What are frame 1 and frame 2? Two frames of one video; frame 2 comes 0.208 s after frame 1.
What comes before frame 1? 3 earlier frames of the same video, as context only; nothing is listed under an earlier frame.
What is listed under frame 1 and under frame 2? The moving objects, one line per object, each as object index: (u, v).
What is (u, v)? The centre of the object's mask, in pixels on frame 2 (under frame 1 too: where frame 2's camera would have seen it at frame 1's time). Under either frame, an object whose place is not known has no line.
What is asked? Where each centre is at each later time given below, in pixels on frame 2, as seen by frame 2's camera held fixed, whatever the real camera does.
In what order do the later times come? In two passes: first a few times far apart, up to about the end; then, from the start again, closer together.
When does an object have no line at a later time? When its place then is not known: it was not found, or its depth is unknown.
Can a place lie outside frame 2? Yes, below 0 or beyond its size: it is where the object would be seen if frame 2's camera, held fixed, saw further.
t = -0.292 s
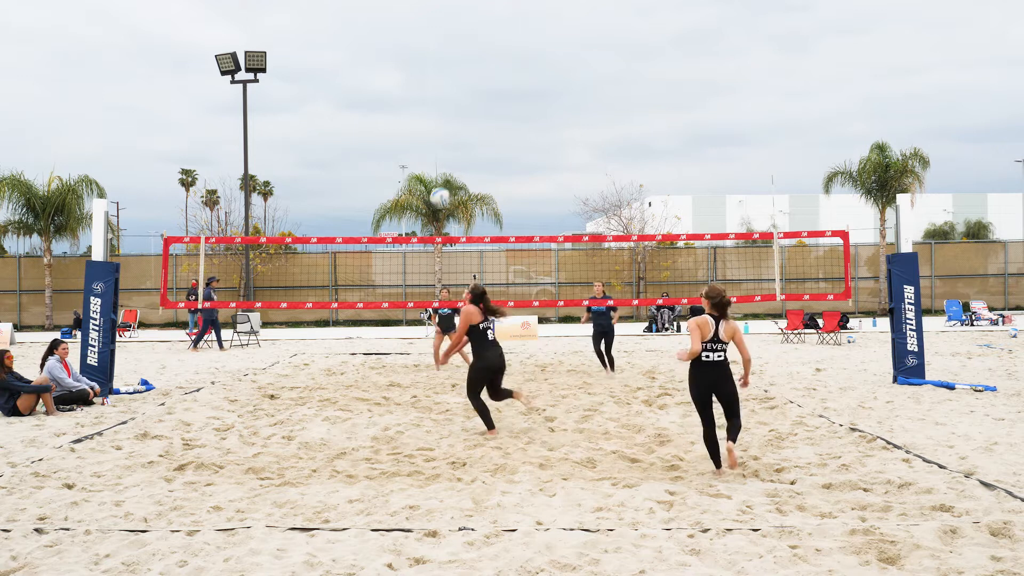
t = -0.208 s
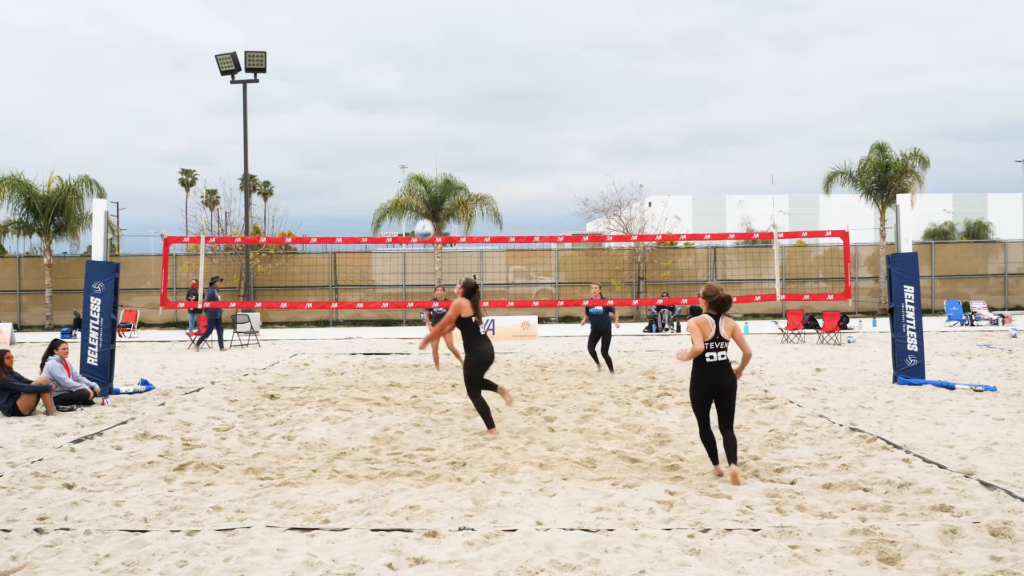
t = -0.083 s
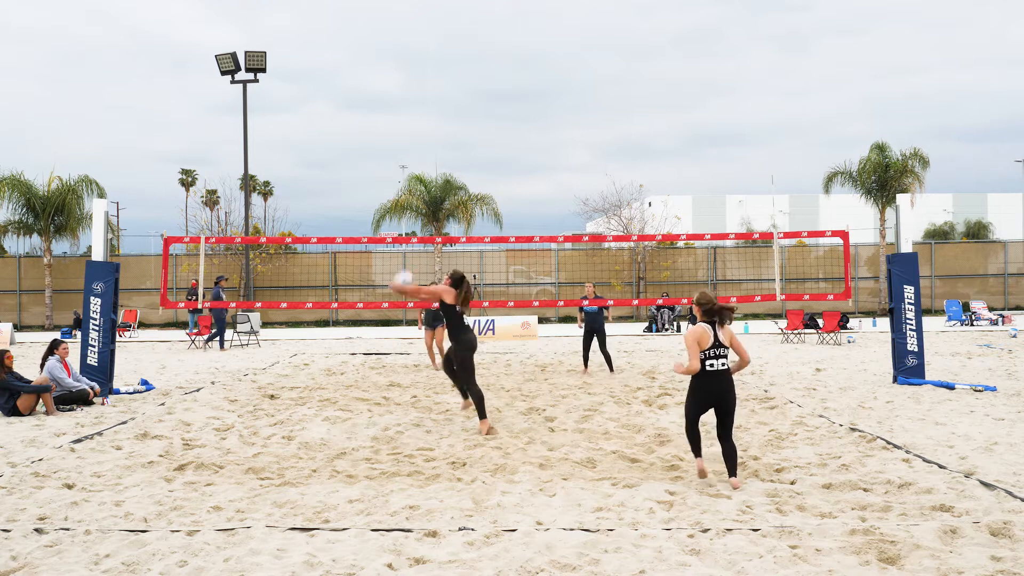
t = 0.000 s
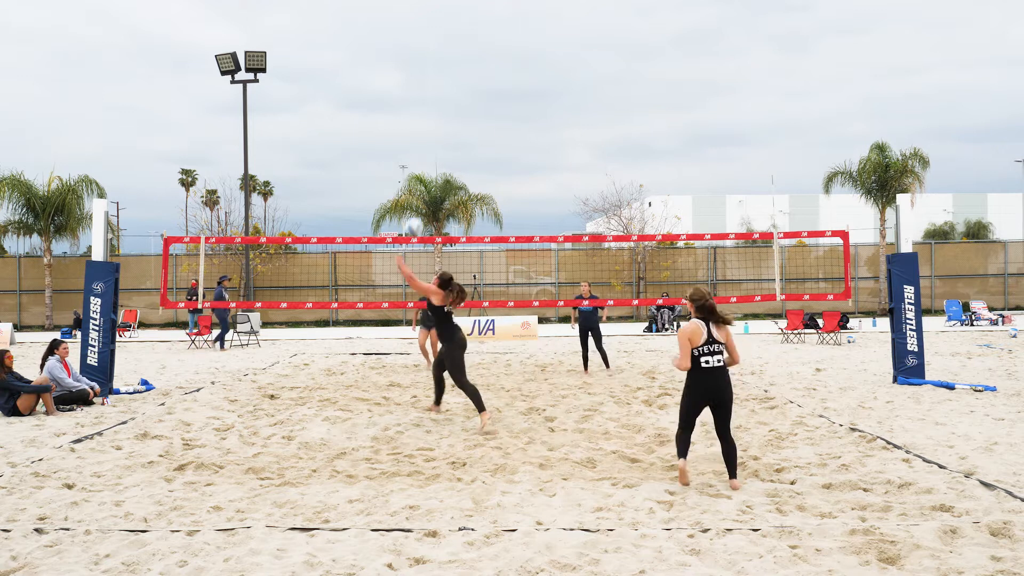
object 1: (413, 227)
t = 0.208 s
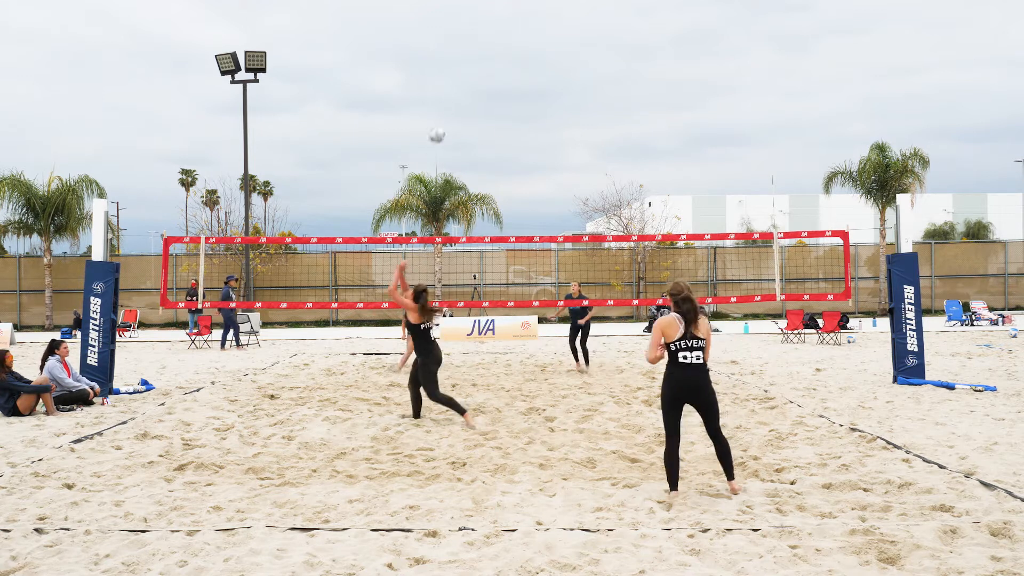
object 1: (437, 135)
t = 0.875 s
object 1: (481, 111)
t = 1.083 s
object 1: (490, 156)
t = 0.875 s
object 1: (481, 111)
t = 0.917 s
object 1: (482, 117)
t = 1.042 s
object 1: (487, 144)
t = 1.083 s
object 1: (490, 156)
